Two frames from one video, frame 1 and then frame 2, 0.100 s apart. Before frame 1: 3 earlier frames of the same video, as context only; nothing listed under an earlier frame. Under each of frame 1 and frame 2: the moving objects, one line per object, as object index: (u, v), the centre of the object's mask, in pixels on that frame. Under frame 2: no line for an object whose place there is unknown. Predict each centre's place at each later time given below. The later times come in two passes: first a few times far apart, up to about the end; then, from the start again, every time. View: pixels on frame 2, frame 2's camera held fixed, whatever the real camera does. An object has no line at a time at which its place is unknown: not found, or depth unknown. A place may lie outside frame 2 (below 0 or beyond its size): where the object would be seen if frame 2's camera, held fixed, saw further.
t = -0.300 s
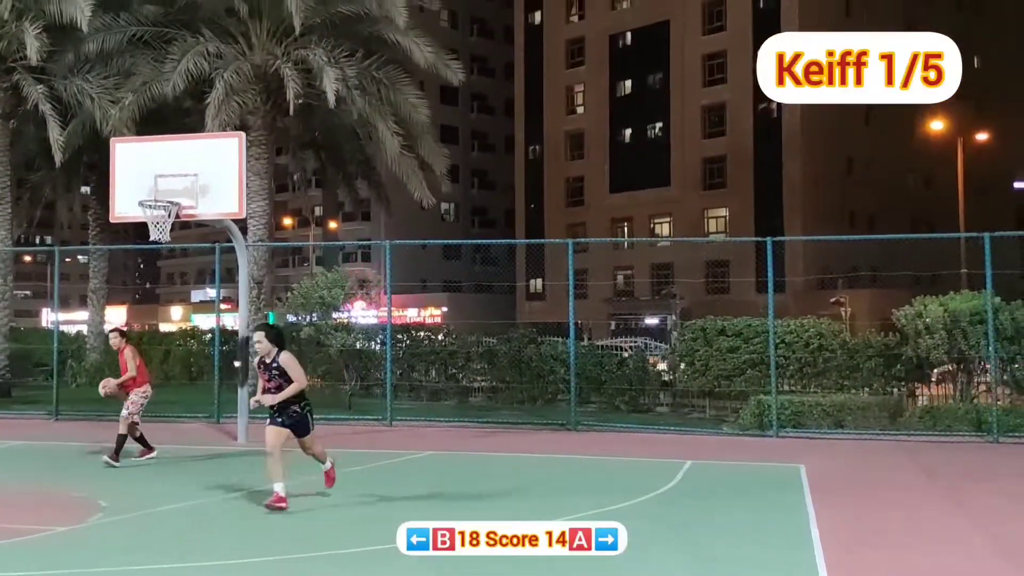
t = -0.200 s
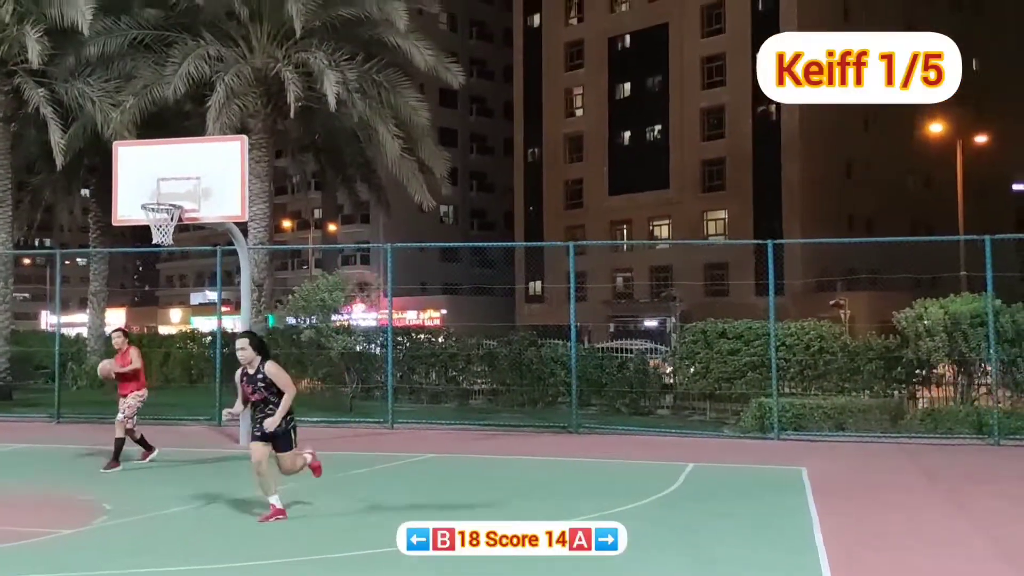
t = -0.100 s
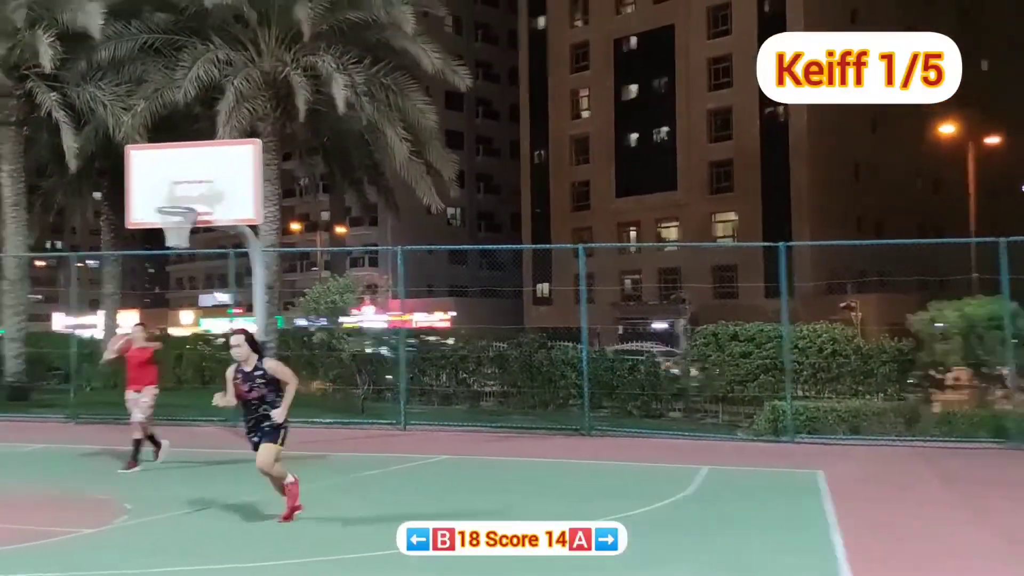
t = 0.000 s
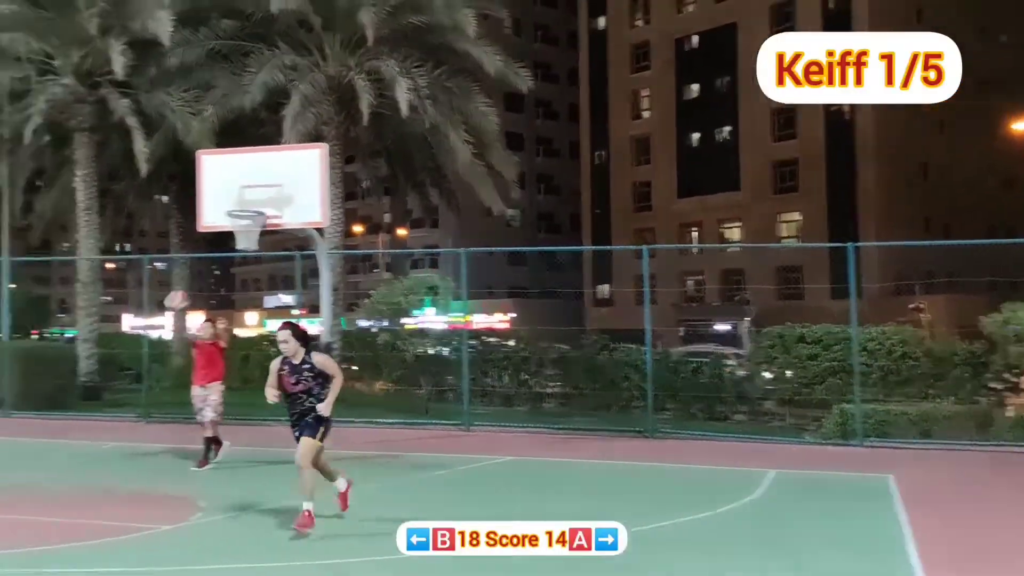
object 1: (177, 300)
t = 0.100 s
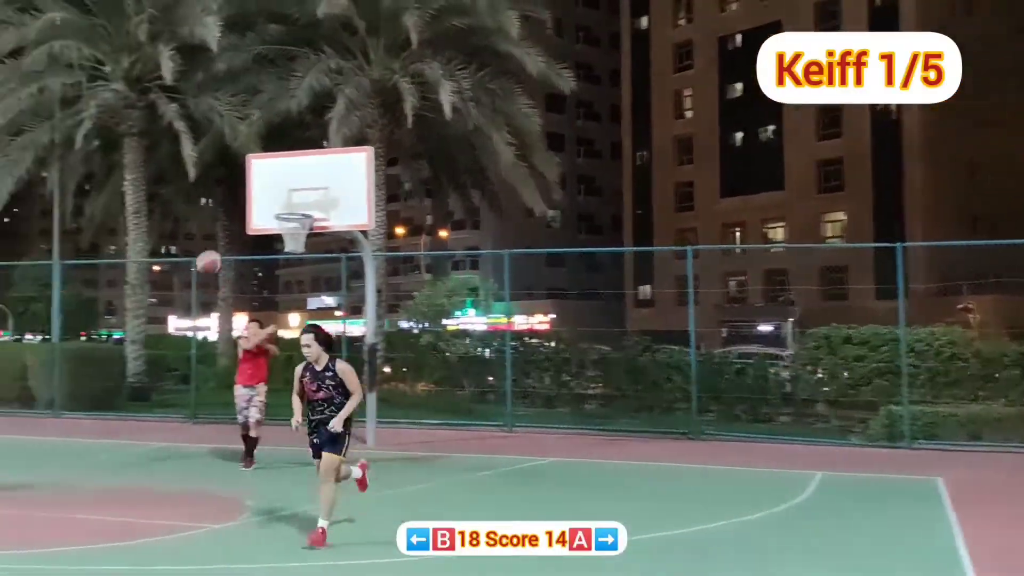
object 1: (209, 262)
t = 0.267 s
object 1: (179, 203)
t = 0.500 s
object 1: (118, 148)
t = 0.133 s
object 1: (203, 250)
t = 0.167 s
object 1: (197, 238)
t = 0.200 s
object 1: (192, 225)
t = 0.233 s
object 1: (186, 214)
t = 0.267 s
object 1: (179, 203)
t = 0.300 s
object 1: (171, 193)
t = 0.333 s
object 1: (164, 183)
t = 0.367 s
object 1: (155, 174)
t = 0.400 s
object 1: (147, 166)
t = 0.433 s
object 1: (138, 158)
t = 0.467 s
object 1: (129, 151)
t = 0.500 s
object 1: (118, 148)
